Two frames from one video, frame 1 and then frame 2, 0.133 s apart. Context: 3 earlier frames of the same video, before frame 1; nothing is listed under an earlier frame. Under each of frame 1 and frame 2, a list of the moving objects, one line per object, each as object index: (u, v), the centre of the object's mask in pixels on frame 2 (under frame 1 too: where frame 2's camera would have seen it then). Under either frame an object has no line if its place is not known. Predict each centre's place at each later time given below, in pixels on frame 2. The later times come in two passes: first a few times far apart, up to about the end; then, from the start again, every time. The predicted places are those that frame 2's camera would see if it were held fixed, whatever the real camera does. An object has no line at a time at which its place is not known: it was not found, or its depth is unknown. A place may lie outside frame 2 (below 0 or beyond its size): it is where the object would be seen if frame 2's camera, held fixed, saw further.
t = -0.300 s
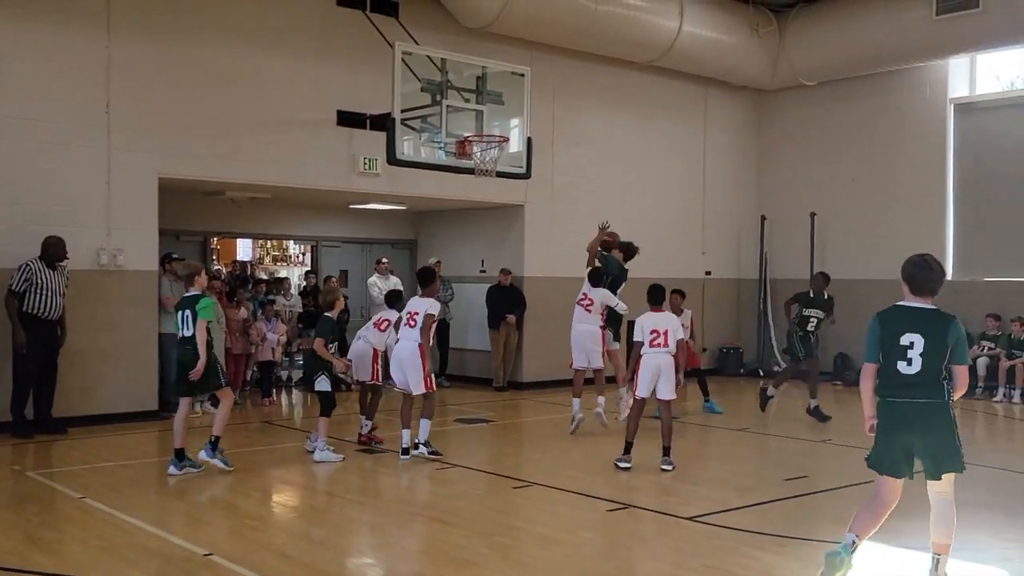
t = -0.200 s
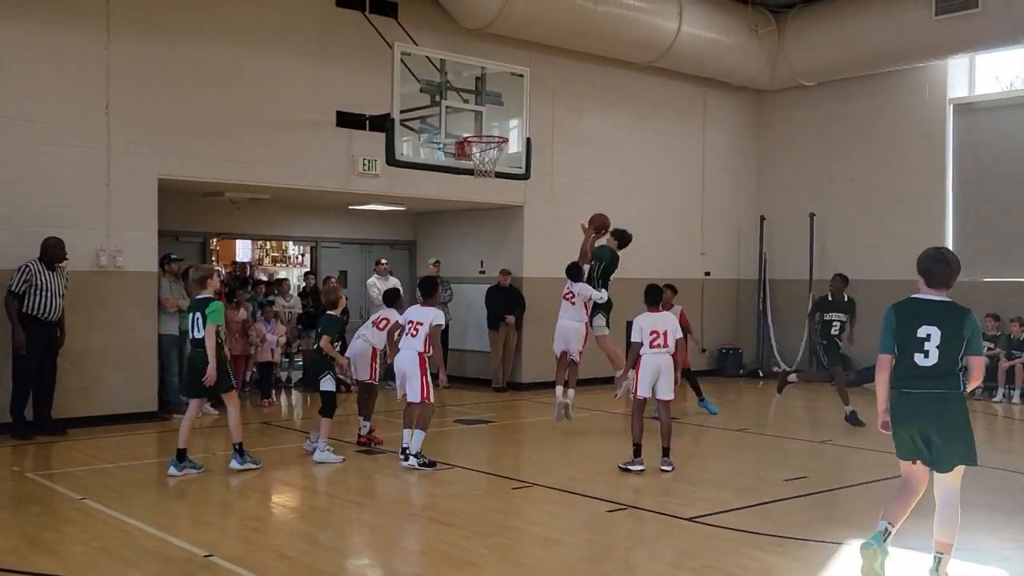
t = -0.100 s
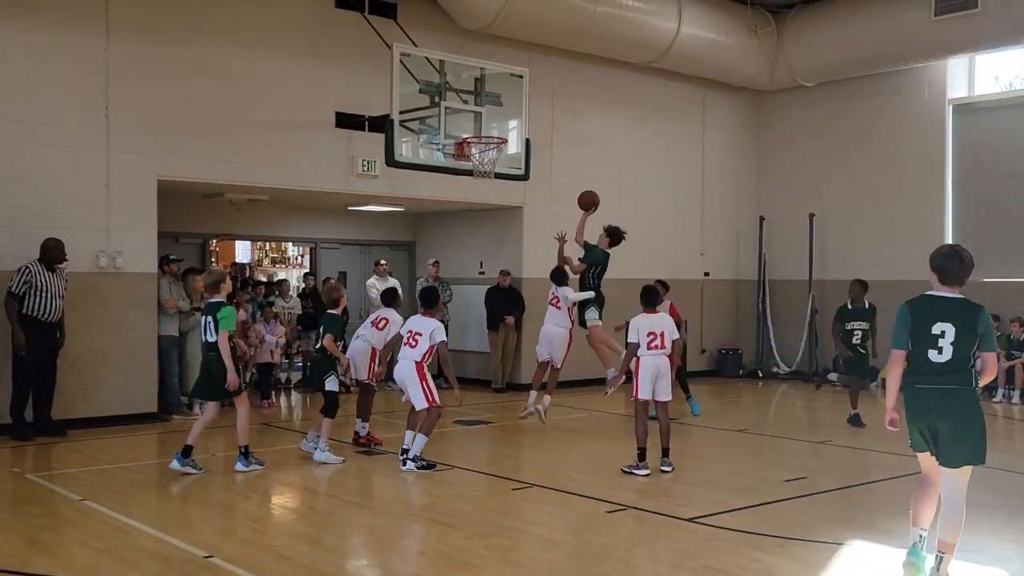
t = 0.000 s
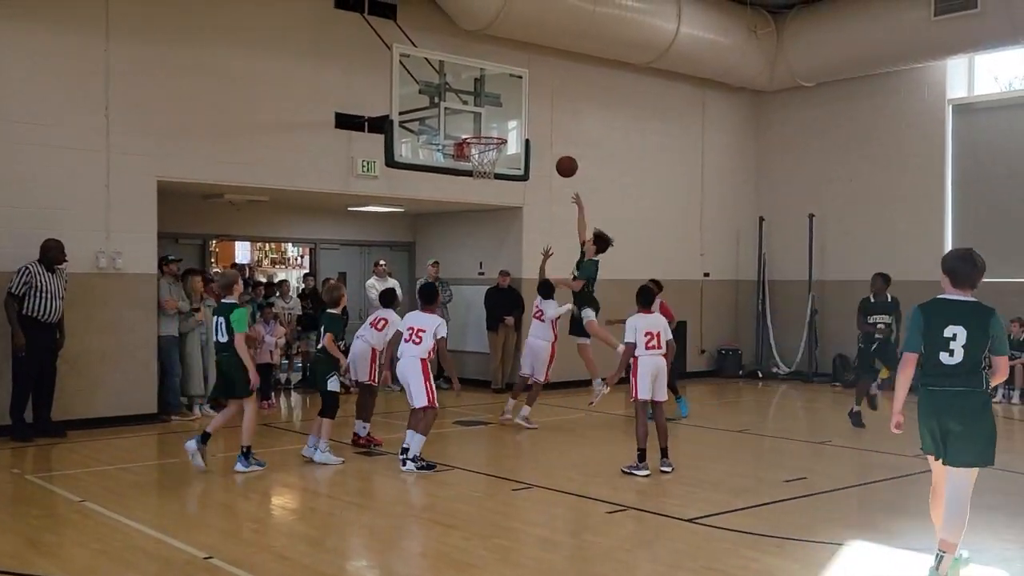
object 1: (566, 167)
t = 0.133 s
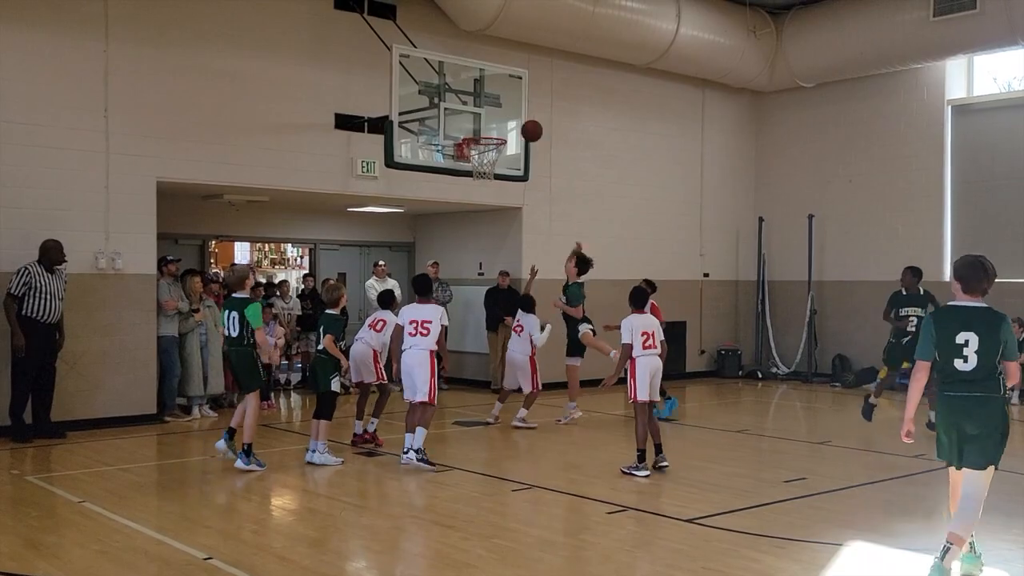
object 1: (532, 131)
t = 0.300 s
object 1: (488, 108)
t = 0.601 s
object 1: (482, 124)
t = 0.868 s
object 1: (497, 108)
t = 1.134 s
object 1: (512, 159)
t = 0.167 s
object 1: (523, 124)
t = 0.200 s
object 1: (514, 119)
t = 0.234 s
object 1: (506, 114)
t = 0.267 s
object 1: (497, 111)
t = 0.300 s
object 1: (488, 108)
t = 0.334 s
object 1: (480, 107)
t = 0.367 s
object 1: (480, 107)
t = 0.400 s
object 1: (480, 107)
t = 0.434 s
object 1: (480, 108)
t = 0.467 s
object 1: (480, 111)
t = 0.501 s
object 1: (480, 115)
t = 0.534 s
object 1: (480, 120)
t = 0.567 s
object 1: (481, 126)
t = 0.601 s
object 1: (482, 124)
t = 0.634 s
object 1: (484, 118)
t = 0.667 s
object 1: (486, 114)
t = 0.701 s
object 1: (488, 111)
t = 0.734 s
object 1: (490, 108)
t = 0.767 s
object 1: (492, 107)
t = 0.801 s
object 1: (494, 106)
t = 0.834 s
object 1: (495, 106)
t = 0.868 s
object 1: (497, 108)
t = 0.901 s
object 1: (499, 111)
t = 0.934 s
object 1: (501, 115)
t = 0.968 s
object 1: (502, 119)
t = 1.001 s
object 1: (504, 125)
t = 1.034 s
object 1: (506, 132)
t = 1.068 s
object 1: (508, 140)
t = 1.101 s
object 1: (510, 149)
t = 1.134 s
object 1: (512, 159)
